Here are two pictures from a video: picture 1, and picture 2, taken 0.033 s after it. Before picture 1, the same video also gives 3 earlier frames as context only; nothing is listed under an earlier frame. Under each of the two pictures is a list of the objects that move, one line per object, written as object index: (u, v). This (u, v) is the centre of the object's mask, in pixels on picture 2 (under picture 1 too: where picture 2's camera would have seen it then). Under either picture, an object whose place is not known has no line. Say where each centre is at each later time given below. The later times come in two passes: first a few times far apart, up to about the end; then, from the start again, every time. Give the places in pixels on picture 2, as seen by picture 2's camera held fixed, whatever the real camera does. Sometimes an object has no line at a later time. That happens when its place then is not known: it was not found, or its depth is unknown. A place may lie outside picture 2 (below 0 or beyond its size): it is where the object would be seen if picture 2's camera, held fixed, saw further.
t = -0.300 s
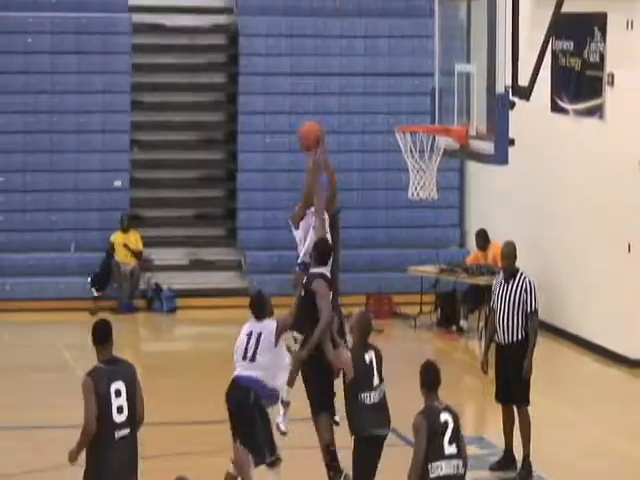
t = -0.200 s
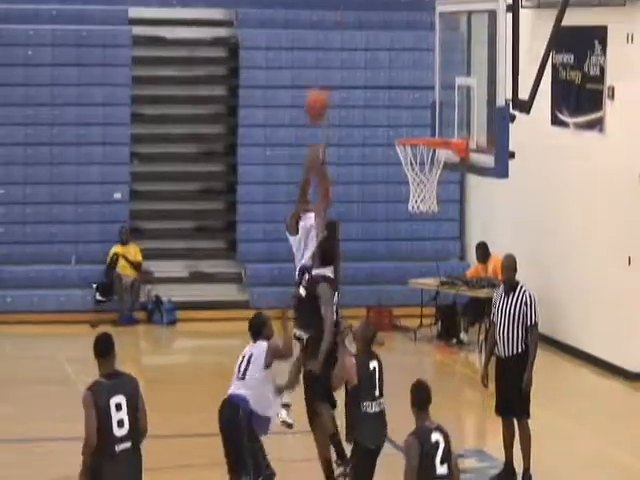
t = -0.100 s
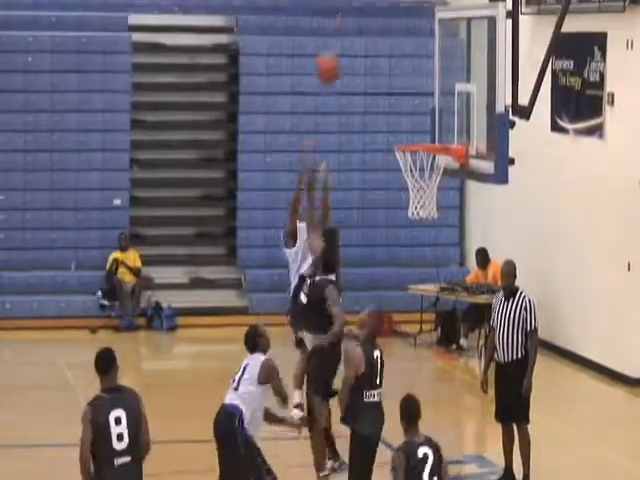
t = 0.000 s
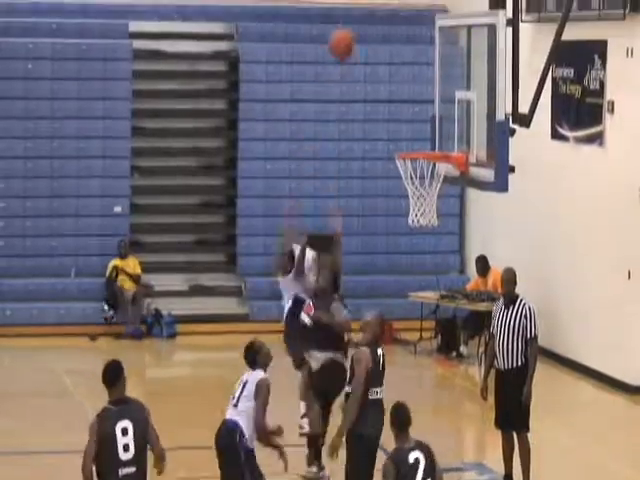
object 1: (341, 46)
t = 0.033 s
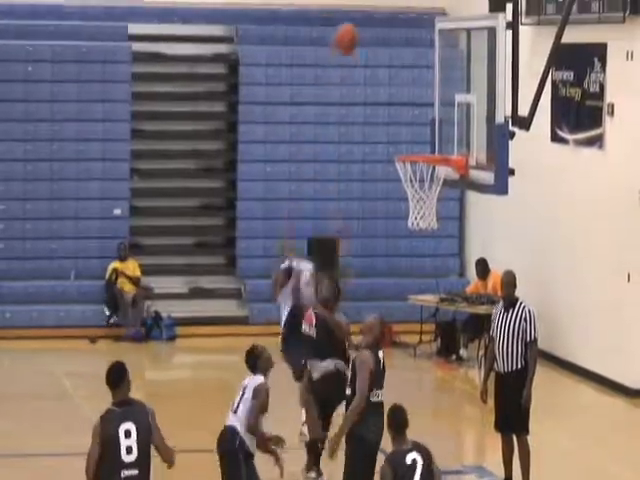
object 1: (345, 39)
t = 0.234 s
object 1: (371, 24)
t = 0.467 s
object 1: (404, 74)
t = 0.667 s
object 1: (433, 189)
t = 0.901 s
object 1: (430, 245)
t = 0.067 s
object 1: (350, 32)
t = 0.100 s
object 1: (354, 28)
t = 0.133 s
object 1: (358, 26)
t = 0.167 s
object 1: (362, 24)
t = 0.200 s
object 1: (365, 26)
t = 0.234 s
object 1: (371, 24)
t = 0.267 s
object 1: (375, 24)
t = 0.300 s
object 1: (380, 26)
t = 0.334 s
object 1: (385, 34)
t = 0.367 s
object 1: (389, 41)
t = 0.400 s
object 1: (395, 51)
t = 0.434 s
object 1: (399, 61)
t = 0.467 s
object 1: (404, 74)
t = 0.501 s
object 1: (409, 89)
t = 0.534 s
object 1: (413, 107)
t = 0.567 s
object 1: (417, 123)
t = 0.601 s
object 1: (420, 142)
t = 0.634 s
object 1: (425, 173)
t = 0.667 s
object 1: (433, 189)
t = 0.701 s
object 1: (433, 198)
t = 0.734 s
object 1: (433, 206)
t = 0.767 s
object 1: (433, 207)
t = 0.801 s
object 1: (432, 213)
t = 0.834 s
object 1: (431, 222)
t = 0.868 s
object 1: (431, 233)
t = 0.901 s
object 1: (430, 245)
